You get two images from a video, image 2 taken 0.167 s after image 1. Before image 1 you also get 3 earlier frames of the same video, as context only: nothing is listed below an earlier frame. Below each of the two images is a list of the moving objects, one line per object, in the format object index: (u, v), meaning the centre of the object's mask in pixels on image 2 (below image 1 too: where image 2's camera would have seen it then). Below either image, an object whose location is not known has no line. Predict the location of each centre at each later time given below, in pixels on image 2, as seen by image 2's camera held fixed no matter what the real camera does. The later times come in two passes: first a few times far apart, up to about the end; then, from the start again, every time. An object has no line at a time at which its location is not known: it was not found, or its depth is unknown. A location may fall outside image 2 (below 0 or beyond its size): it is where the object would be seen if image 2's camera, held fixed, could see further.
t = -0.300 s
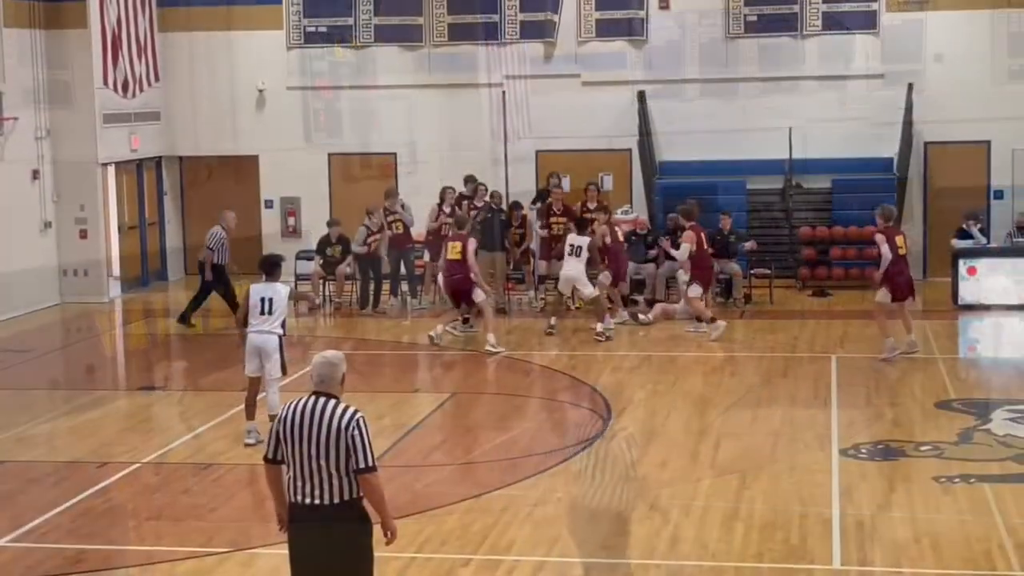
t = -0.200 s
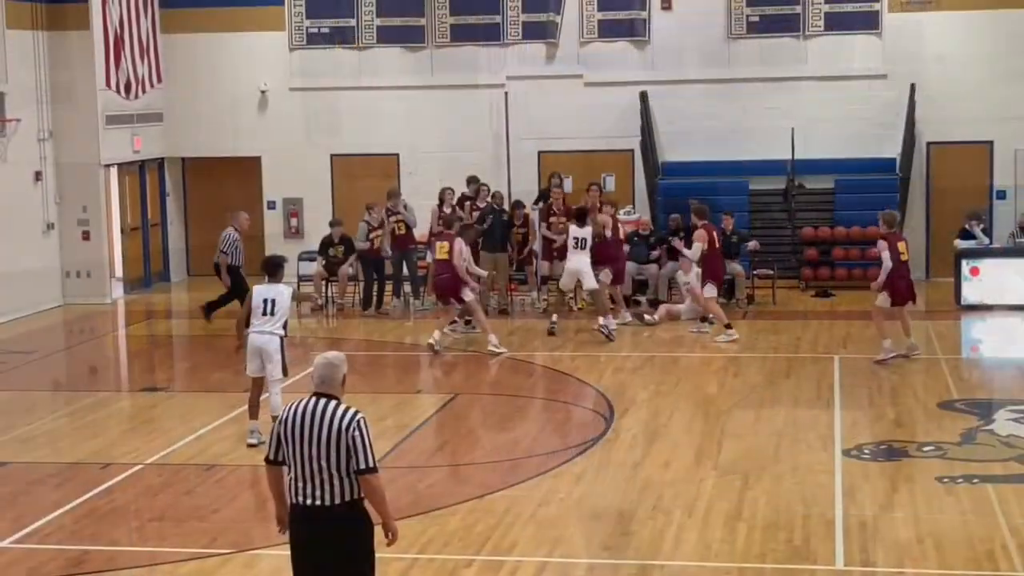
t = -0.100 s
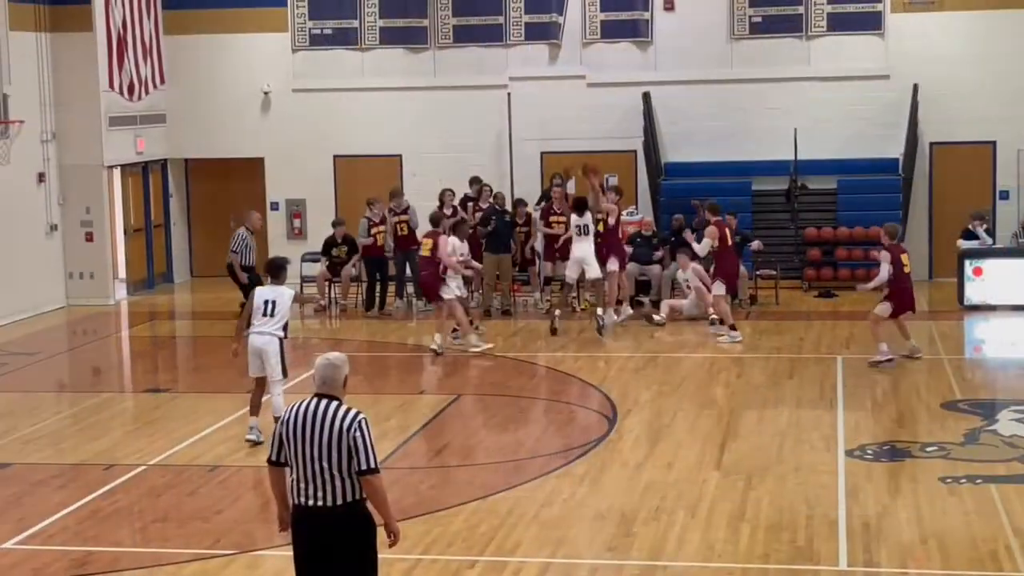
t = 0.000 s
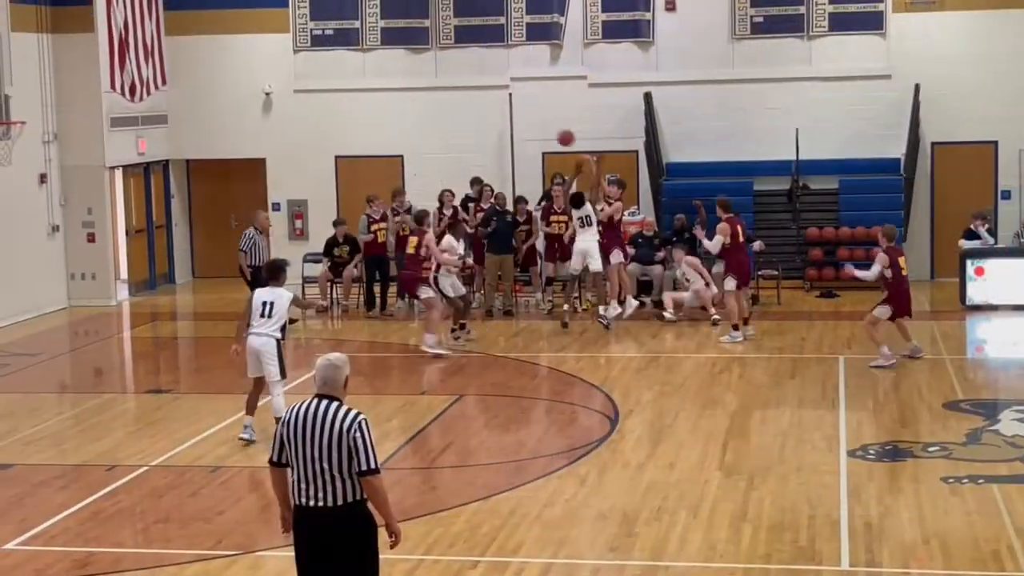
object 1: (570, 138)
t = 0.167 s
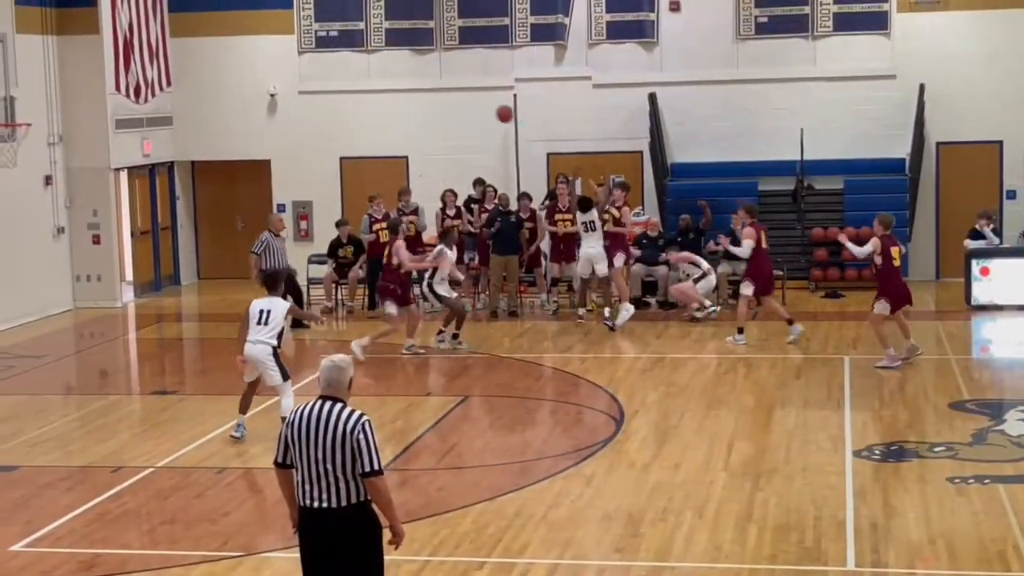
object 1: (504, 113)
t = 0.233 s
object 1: (478, 109)
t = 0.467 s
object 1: (385, 118)
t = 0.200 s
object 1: (492, 111)
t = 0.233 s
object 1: (478, 109)
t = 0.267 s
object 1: (465, 108)
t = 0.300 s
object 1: (451, 107)
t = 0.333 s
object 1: (438, 108)
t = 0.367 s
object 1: (425, 109)
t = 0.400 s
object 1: (411, 112)
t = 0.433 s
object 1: (398, 114)
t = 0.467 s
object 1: (385, 118)
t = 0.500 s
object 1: (371, 123)
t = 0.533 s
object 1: (358, 130)
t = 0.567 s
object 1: (345, 138)
